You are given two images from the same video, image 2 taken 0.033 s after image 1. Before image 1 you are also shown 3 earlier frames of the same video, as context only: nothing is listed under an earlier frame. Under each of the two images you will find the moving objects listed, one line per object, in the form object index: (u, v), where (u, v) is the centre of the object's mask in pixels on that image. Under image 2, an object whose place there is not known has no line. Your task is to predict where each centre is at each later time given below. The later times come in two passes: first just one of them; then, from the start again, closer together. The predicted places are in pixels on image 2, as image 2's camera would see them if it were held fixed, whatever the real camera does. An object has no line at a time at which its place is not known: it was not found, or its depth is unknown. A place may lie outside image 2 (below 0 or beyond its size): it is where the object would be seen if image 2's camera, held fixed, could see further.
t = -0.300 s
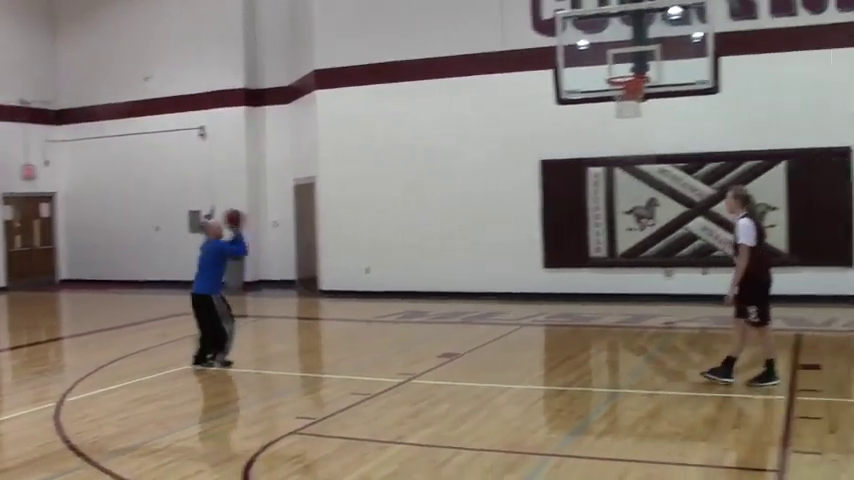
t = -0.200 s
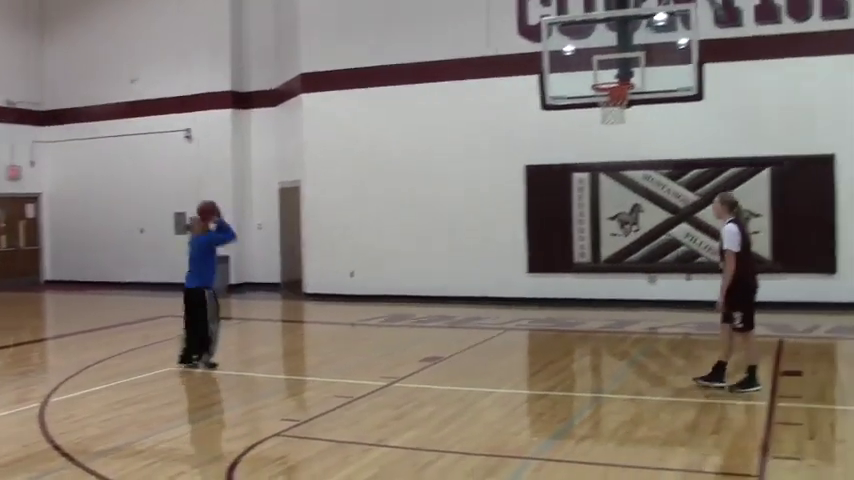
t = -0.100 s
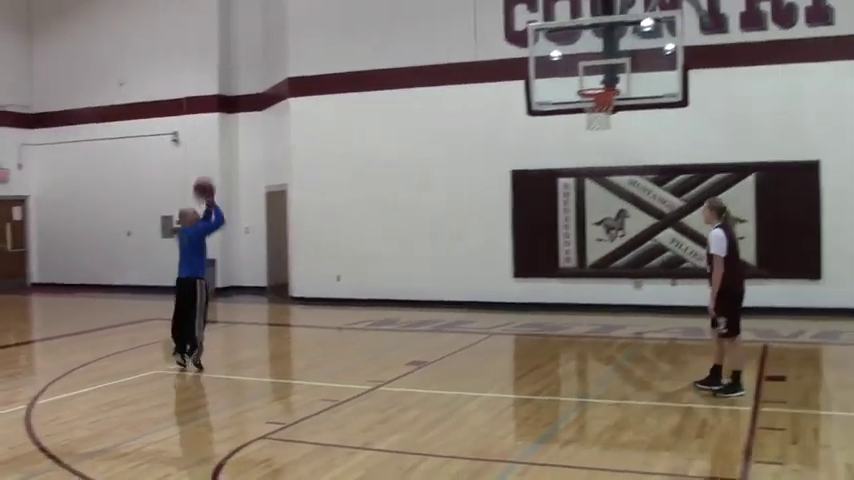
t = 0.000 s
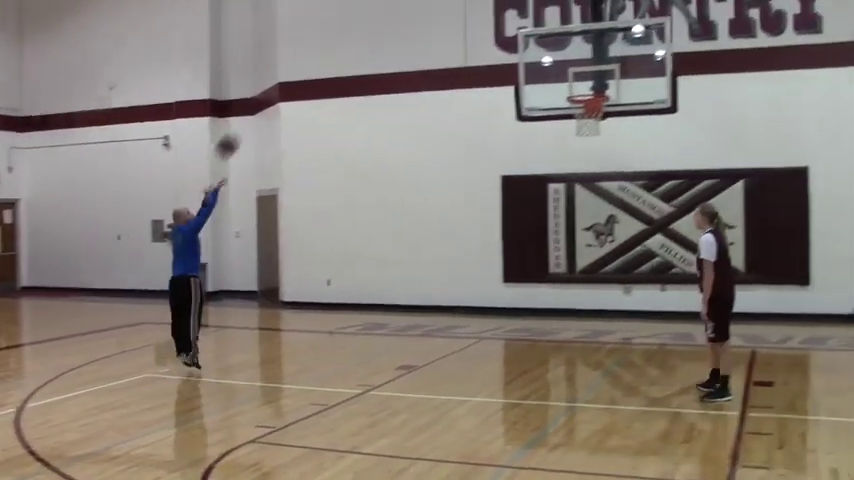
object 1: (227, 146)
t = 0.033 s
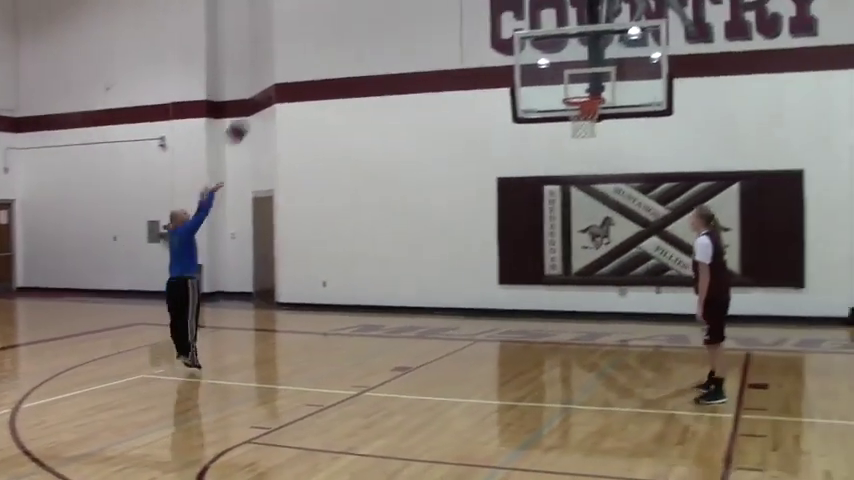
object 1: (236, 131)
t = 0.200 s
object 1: (300, 70)
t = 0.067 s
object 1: (249, 118)
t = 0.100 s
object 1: (261, 104)
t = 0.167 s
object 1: (287, 77)
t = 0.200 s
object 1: (300, 70)
